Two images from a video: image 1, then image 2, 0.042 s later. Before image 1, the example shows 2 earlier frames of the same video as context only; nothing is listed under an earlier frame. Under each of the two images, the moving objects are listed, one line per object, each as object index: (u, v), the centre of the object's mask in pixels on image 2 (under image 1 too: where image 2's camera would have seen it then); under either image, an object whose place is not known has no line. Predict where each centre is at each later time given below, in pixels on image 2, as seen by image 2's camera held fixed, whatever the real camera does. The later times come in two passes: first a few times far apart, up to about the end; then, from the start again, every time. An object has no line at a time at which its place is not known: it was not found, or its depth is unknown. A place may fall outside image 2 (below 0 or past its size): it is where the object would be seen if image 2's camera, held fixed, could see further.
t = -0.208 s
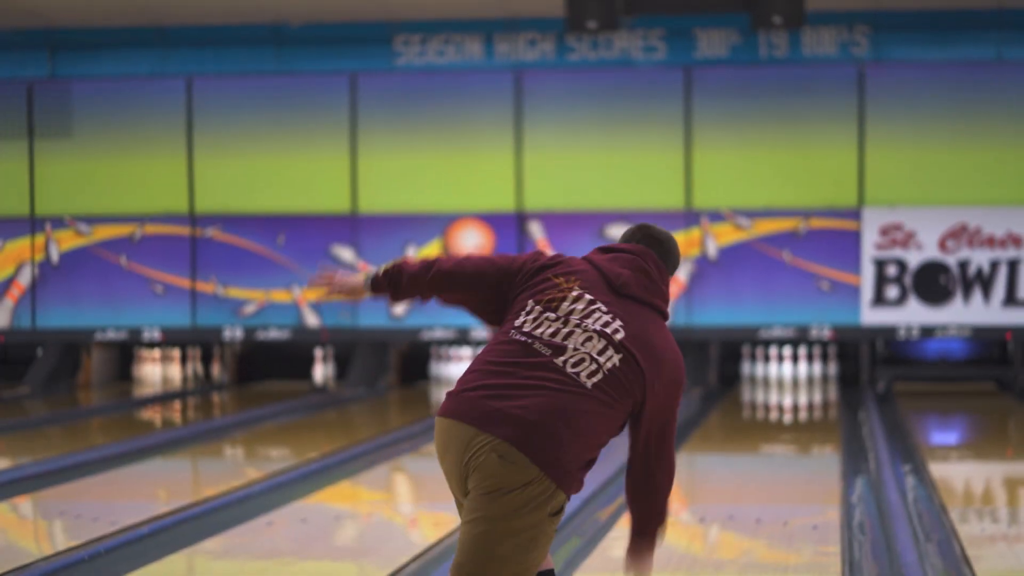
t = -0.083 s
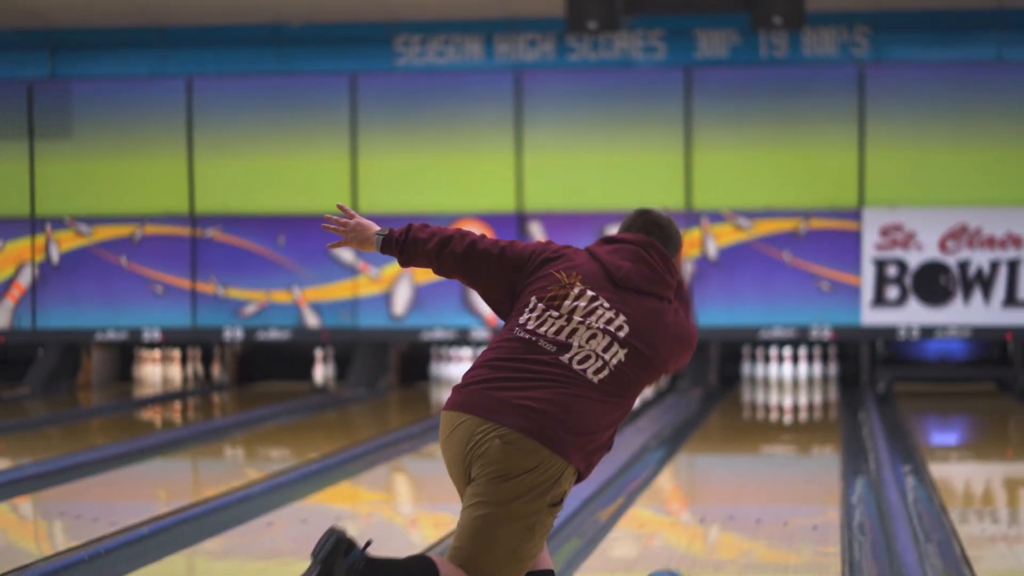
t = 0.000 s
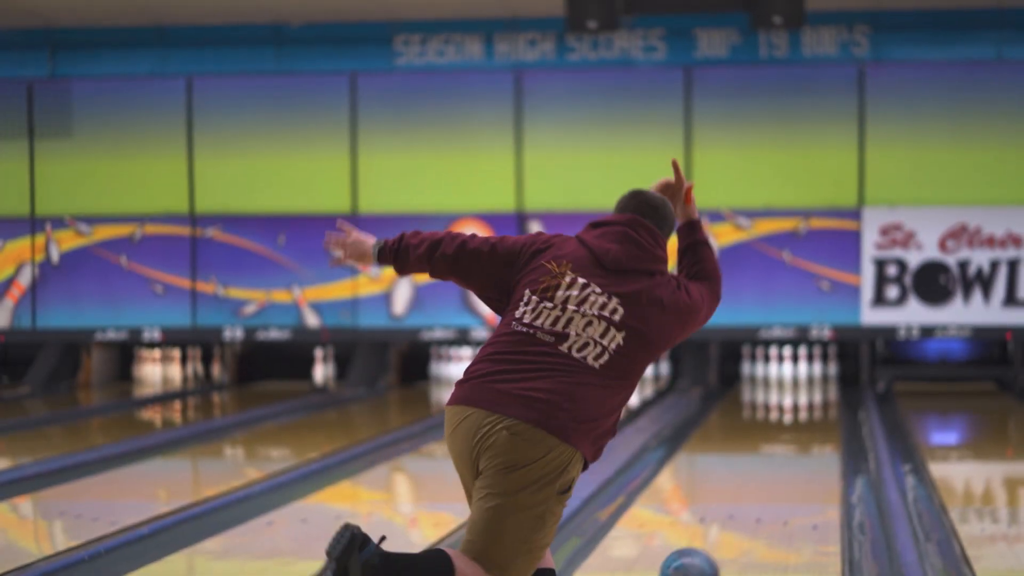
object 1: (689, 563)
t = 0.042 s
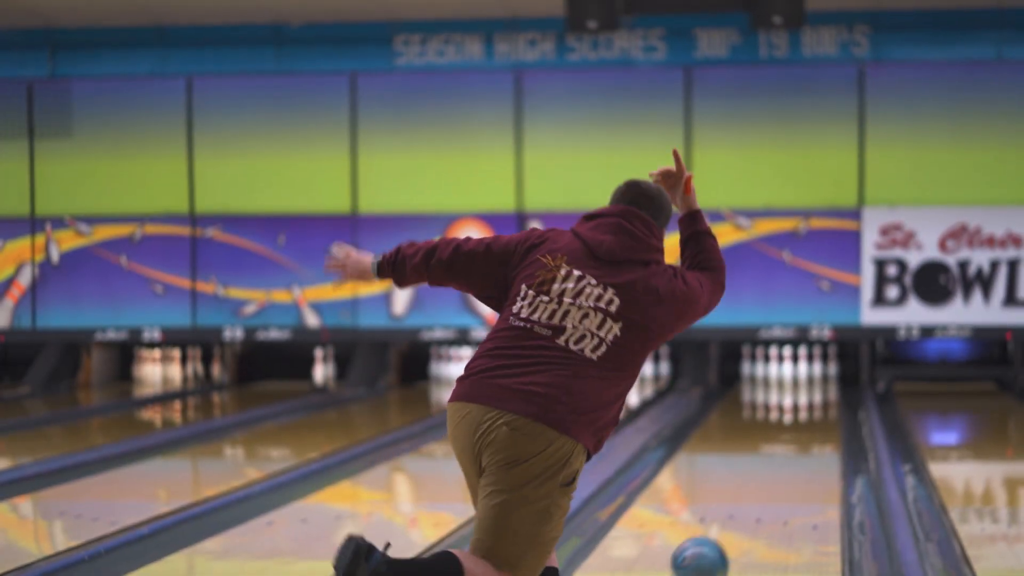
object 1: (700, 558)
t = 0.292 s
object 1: (746, 509)
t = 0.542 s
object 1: (777, 471)
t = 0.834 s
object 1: (801, 440)
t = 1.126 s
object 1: (816, 417)
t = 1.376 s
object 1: (822, 402)
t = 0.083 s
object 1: (709, 552)
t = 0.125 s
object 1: (717, 544)
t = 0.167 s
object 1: (726, 534)
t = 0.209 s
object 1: (734, 525)
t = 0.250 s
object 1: (740, 517)
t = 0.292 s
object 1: (746, 509)
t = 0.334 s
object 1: (753, 501)
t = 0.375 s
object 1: (758, 495)
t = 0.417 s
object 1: (763, 489)
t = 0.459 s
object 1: (768, 483)
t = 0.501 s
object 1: (773, 477)
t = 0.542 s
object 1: (777, 471)
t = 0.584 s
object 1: (781, 466)
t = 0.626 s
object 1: (785, 461)
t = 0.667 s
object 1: (789, 456)
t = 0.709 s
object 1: (792, 452)
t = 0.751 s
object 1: (795, 447)
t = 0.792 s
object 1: (799, 444)
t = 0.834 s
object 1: (801, 440)
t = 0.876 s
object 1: (804, 436)
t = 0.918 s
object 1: (806, 432)
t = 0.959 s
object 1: (809, 429)
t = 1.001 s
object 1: (811, 426)
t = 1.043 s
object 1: (812, 423)
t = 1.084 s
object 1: (814, 420)
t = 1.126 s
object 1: (816, 417)
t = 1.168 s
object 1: (817, 415)
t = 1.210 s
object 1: (819, 412)
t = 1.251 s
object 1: (819, 409)
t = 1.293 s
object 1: (820, 407)
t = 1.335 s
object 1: (821, 404)
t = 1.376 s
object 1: (822, 402)
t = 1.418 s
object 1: (821, 400)
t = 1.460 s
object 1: (822, 398)
